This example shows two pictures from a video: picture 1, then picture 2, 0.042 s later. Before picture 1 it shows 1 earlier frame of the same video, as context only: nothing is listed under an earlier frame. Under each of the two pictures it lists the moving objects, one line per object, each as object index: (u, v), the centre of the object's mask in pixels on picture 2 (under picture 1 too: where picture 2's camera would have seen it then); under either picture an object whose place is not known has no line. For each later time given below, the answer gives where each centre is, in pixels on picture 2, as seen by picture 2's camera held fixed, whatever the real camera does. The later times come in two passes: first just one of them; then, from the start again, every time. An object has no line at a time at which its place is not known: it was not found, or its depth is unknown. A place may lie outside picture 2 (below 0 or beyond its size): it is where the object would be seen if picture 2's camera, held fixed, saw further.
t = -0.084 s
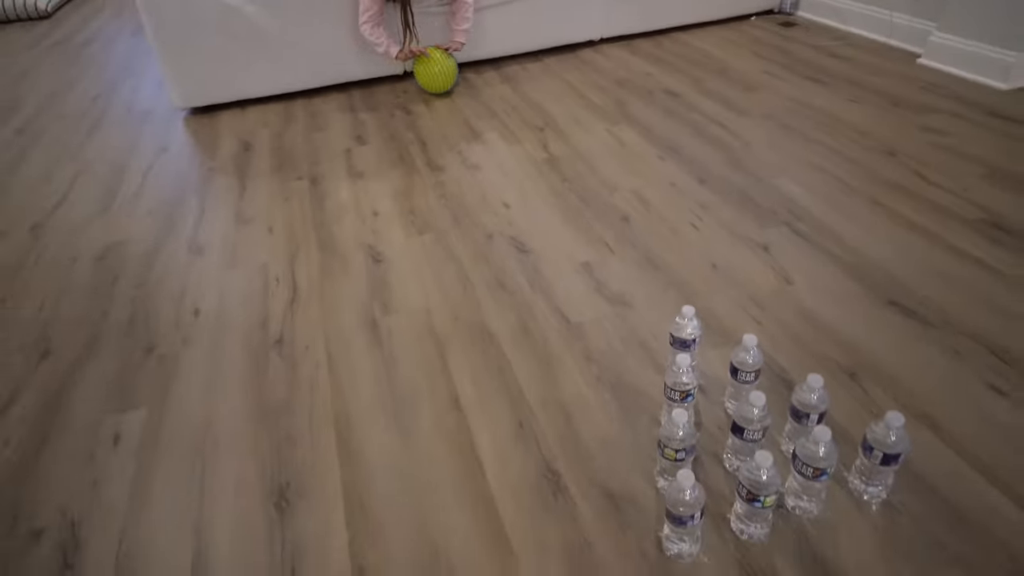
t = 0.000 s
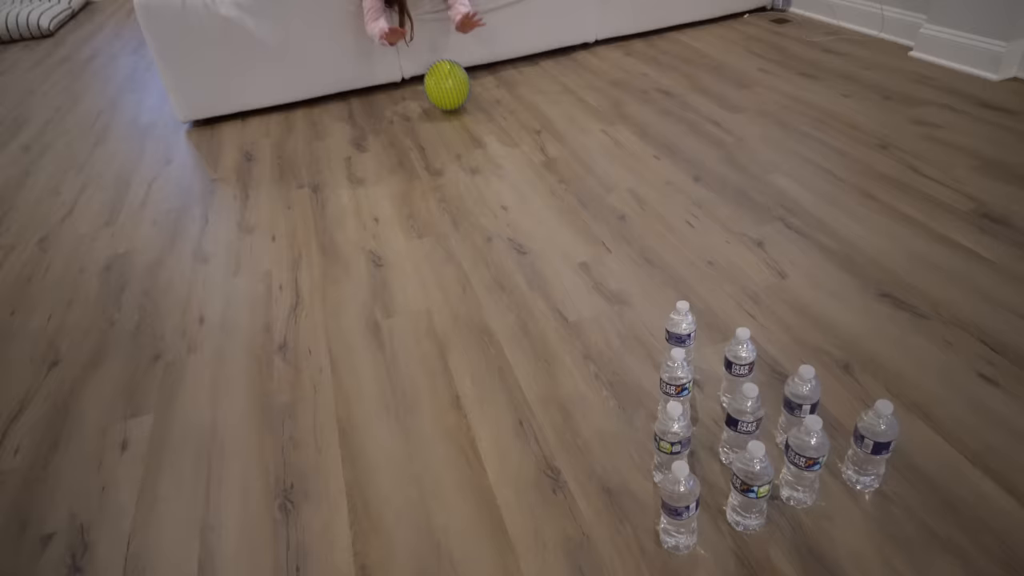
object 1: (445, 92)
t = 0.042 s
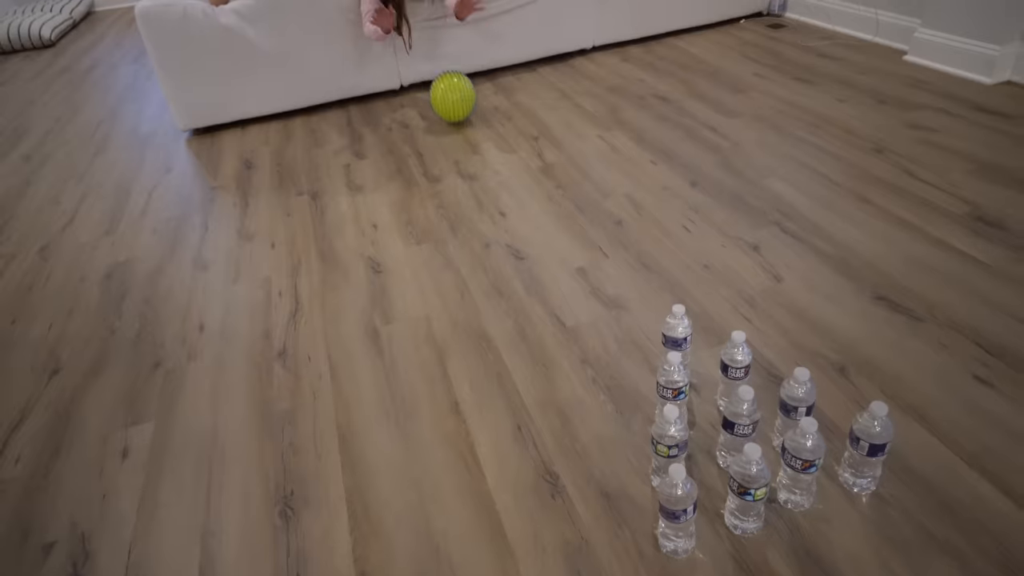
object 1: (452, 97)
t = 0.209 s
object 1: (489, 122)
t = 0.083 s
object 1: (461, 102)
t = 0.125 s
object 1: (470, 108)
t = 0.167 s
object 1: (479, 116)
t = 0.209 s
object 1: (489, 122)
